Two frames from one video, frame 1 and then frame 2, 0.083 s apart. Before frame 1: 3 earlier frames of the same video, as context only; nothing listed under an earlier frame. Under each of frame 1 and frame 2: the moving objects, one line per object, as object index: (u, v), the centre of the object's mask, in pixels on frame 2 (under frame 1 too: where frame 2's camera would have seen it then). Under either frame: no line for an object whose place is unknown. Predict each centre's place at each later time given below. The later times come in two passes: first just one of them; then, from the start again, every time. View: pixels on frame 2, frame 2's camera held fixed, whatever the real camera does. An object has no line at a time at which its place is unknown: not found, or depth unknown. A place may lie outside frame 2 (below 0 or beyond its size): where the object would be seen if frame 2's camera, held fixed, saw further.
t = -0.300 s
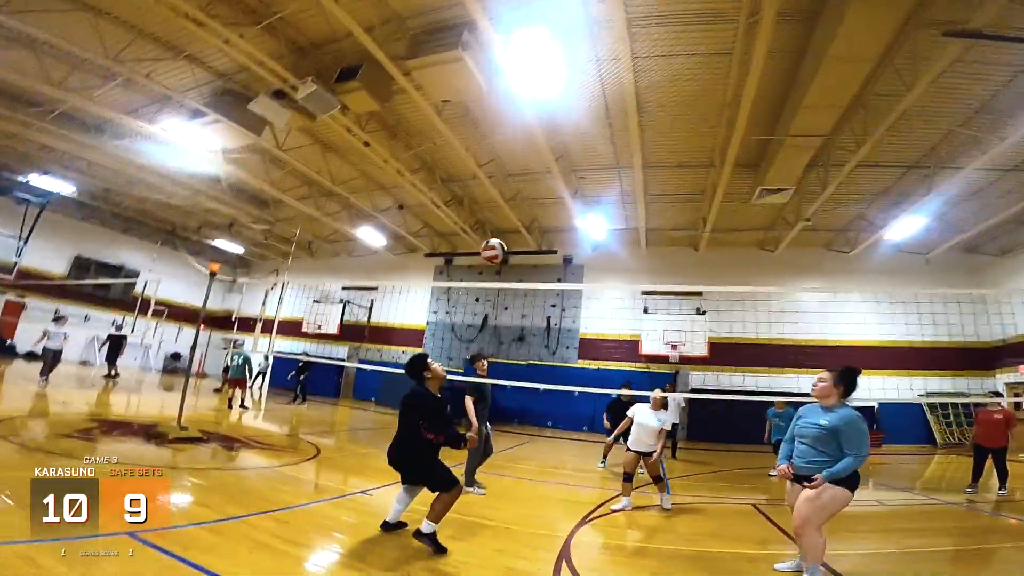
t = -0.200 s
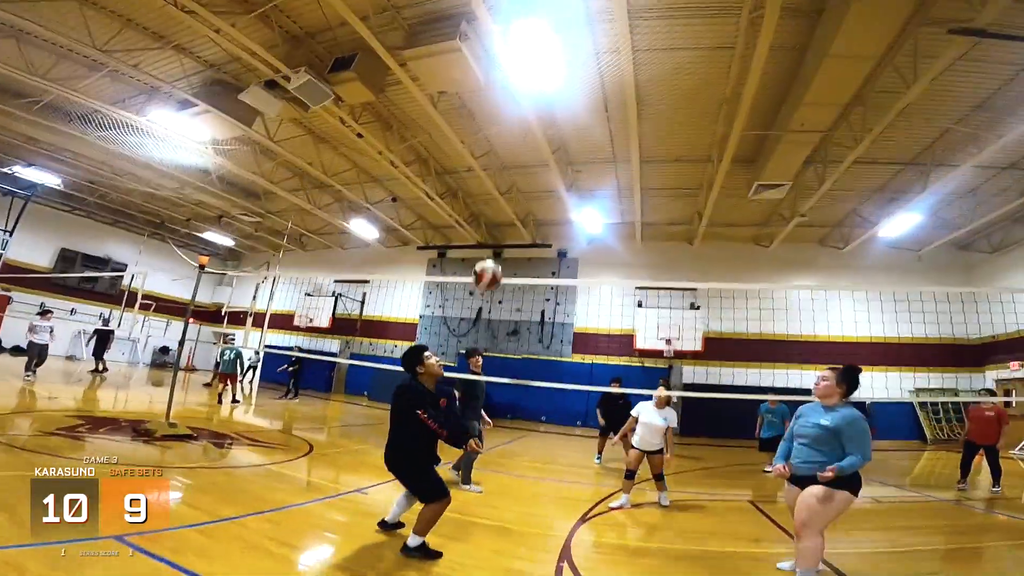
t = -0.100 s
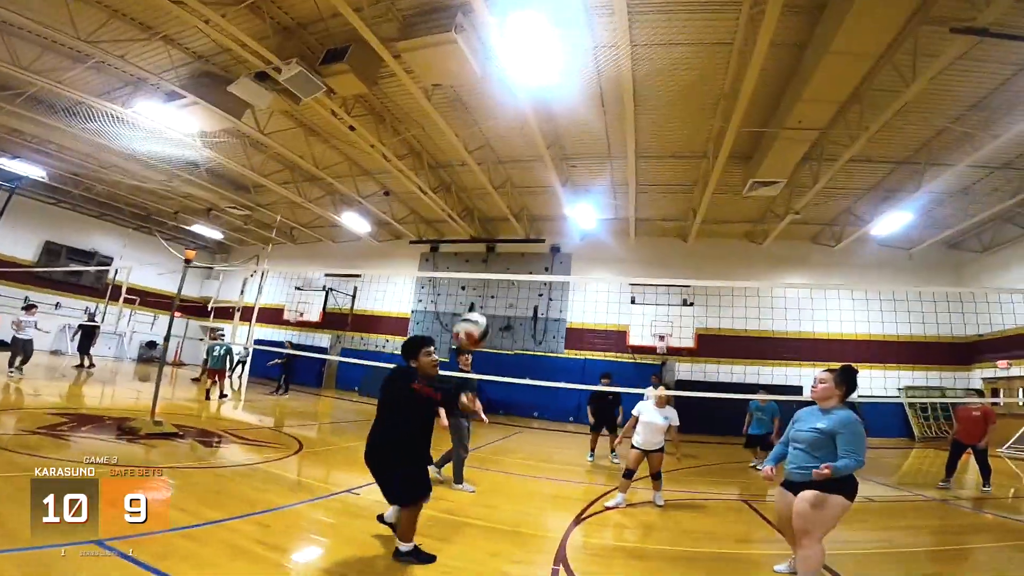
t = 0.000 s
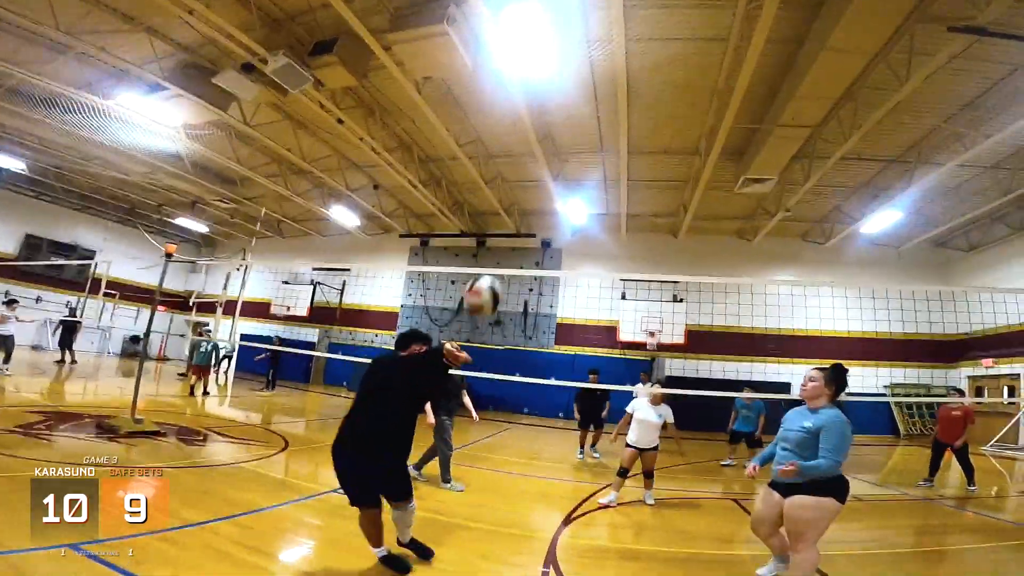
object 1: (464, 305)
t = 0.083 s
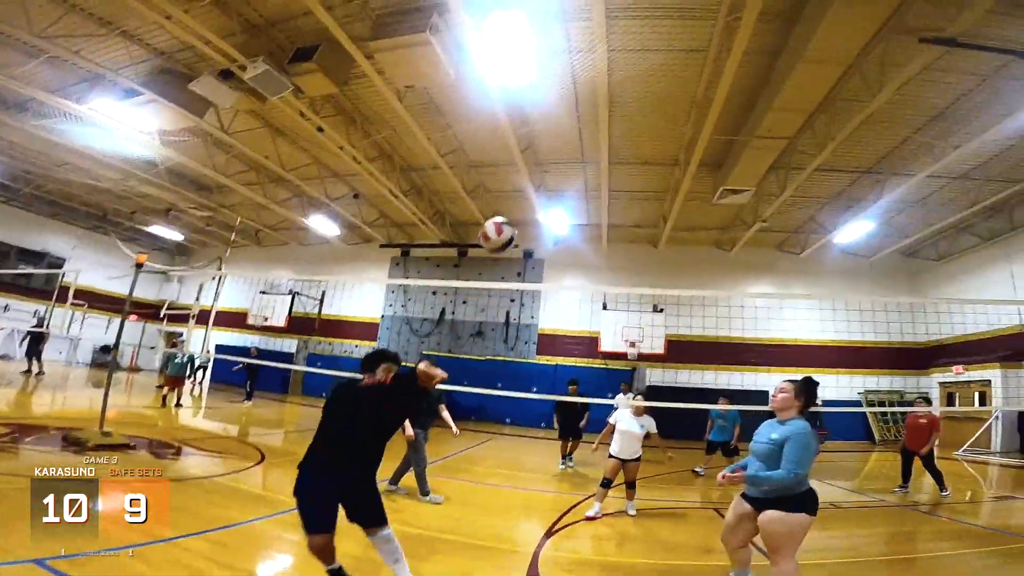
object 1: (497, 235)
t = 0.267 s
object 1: (555, 144)
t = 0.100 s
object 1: (505, 223)
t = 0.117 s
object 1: (510, 212)
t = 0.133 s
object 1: (516, 203)
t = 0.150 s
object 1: (521, 194)
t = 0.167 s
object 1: (527, 185)
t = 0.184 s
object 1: (532, 178)
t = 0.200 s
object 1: (537, 170)
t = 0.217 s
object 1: (541, 163)
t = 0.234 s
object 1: (545, 156)
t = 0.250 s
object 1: (550, 150)
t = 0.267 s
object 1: (555, 144)
